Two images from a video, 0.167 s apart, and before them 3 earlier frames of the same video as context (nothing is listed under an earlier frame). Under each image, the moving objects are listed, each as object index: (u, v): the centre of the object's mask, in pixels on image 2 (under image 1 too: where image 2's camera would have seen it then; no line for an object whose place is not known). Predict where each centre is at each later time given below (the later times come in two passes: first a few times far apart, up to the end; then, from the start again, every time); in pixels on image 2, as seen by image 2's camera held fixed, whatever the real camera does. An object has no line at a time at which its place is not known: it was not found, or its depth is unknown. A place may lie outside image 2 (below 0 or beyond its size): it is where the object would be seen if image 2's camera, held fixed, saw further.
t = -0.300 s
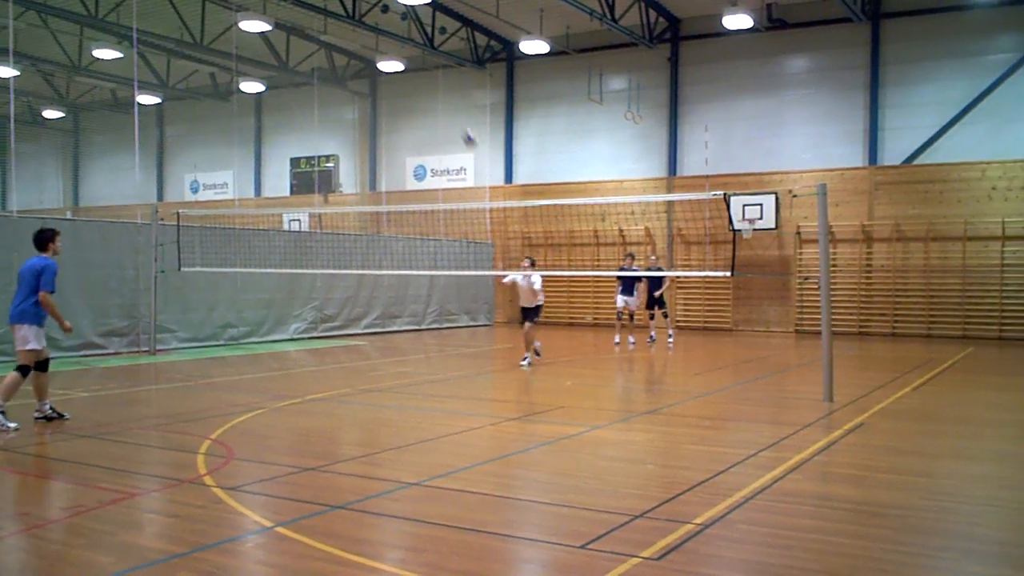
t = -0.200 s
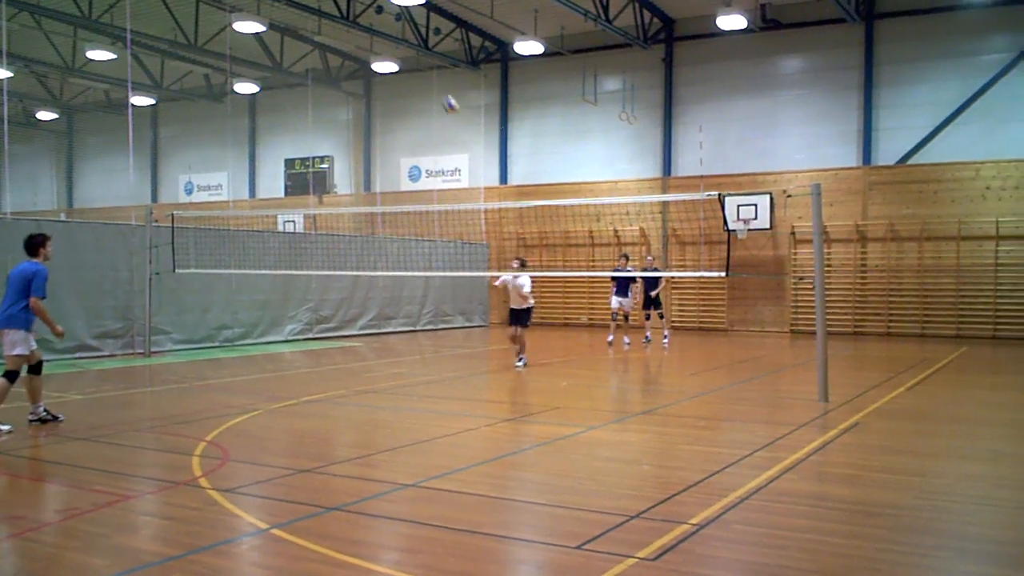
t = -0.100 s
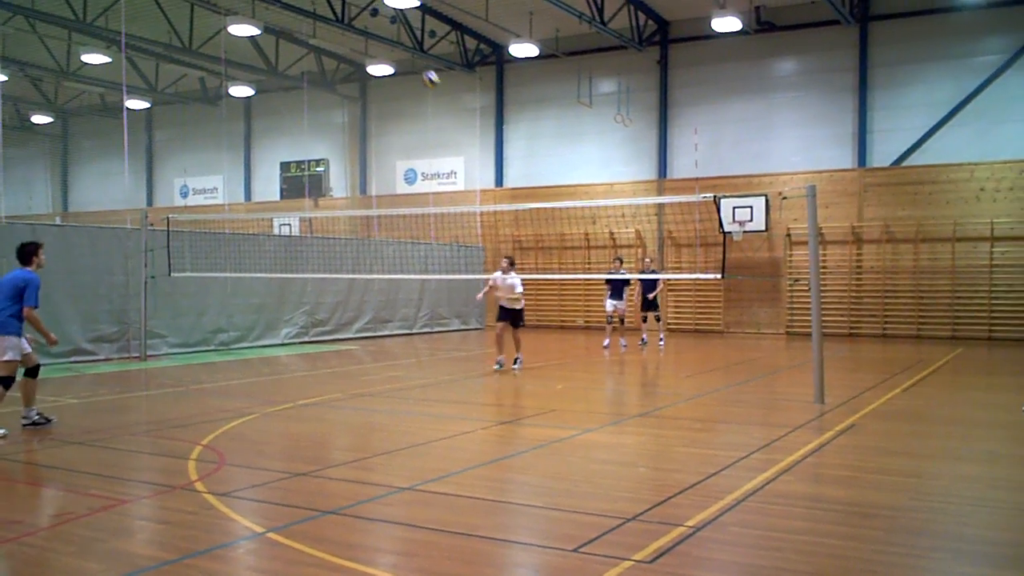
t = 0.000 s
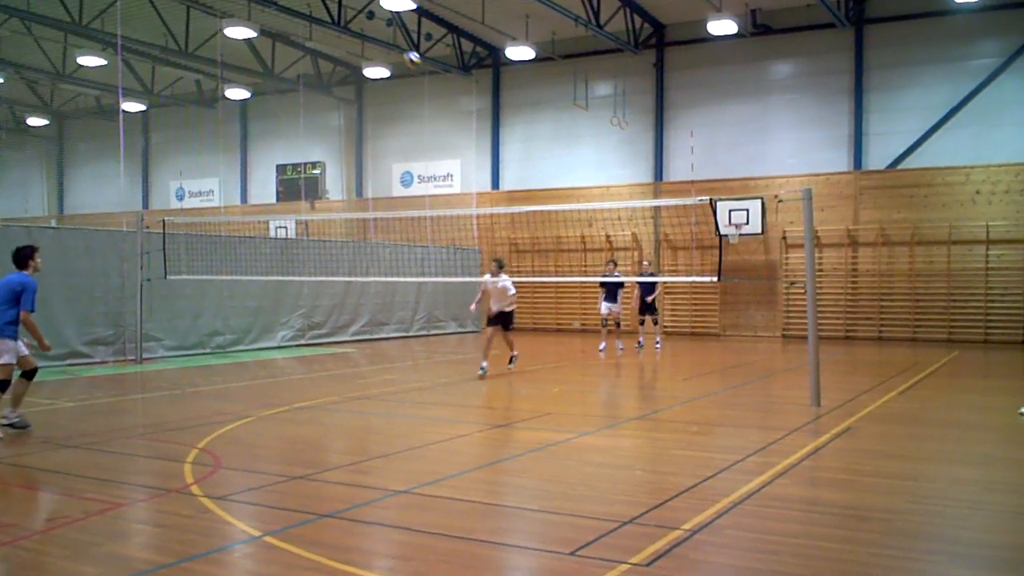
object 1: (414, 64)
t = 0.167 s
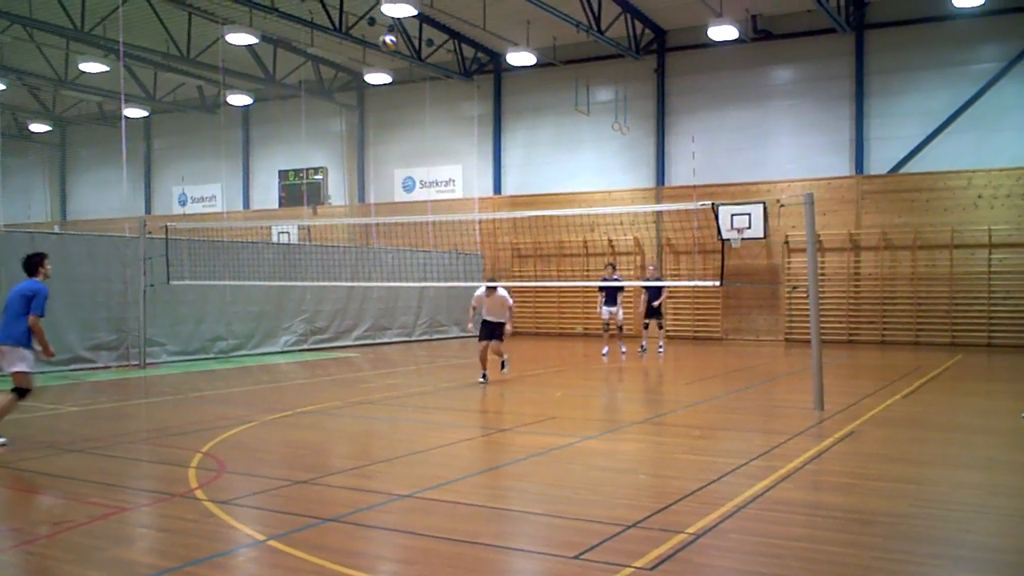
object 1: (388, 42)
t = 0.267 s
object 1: (372, 38)
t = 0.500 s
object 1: (332, 57)
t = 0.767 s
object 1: (280, 143)
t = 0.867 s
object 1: (261, 194)
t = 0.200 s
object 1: (383, 41)
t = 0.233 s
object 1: (378, 38)
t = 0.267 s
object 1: (372, 38)
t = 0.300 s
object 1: (366, 39)
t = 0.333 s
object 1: (361, 39)
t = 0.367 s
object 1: (356, 41)
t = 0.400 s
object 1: (351, 44)
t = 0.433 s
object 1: (345, 48)
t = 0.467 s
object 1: (338, 53)
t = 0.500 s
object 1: (332, 57)
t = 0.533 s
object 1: (326, 66)
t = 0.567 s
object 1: (319, 73)
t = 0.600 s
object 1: (313, 81)
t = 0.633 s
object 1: (306, 91)
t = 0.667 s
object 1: (300, 102)
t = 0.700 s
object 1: (293, 115)
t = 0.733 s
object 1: (287, 127)
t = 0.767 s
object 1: (280, 143)
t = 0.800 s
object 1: (274, 158)
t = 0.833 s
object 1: (267, 176)
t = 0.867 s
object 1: (261, 194)
